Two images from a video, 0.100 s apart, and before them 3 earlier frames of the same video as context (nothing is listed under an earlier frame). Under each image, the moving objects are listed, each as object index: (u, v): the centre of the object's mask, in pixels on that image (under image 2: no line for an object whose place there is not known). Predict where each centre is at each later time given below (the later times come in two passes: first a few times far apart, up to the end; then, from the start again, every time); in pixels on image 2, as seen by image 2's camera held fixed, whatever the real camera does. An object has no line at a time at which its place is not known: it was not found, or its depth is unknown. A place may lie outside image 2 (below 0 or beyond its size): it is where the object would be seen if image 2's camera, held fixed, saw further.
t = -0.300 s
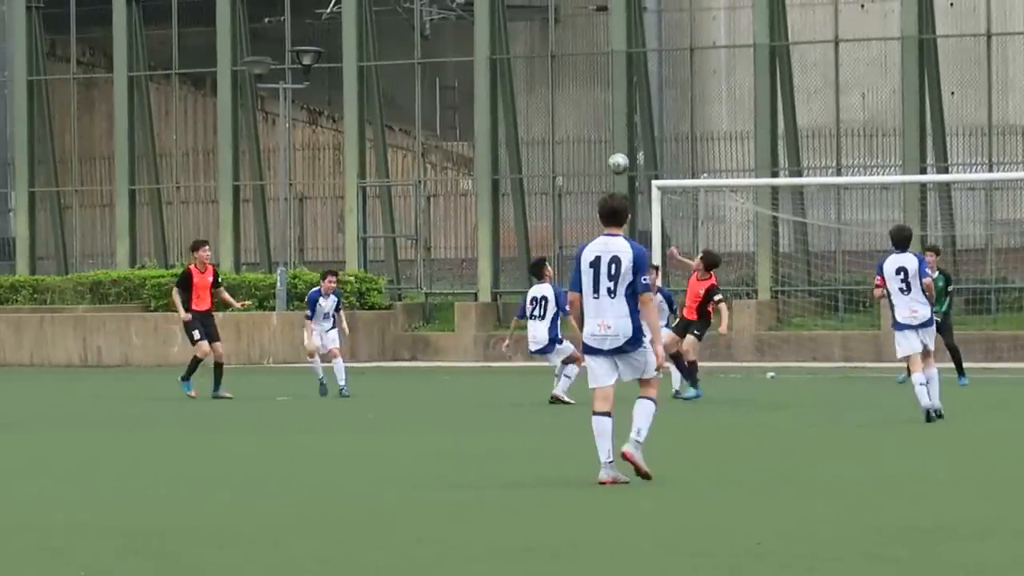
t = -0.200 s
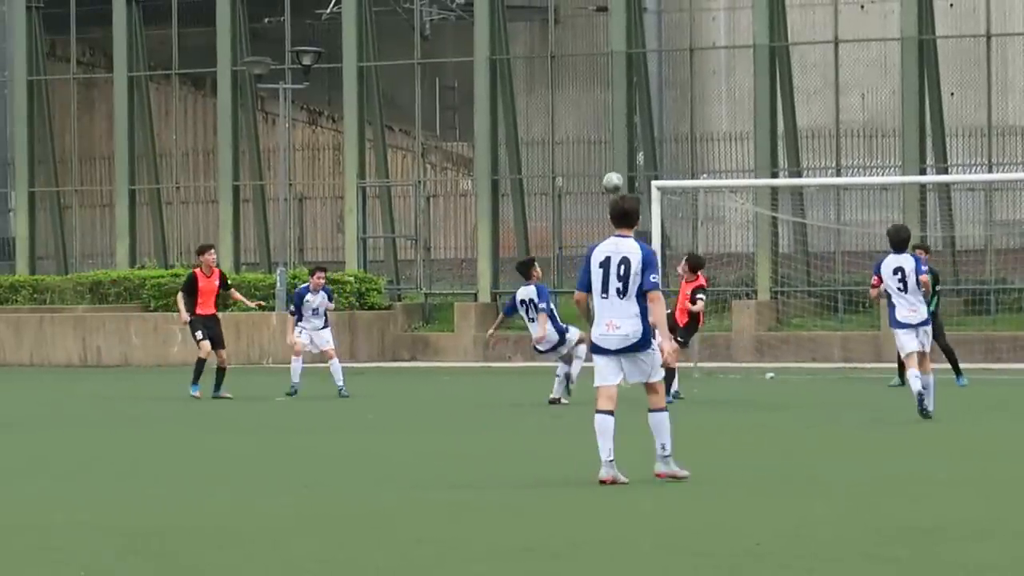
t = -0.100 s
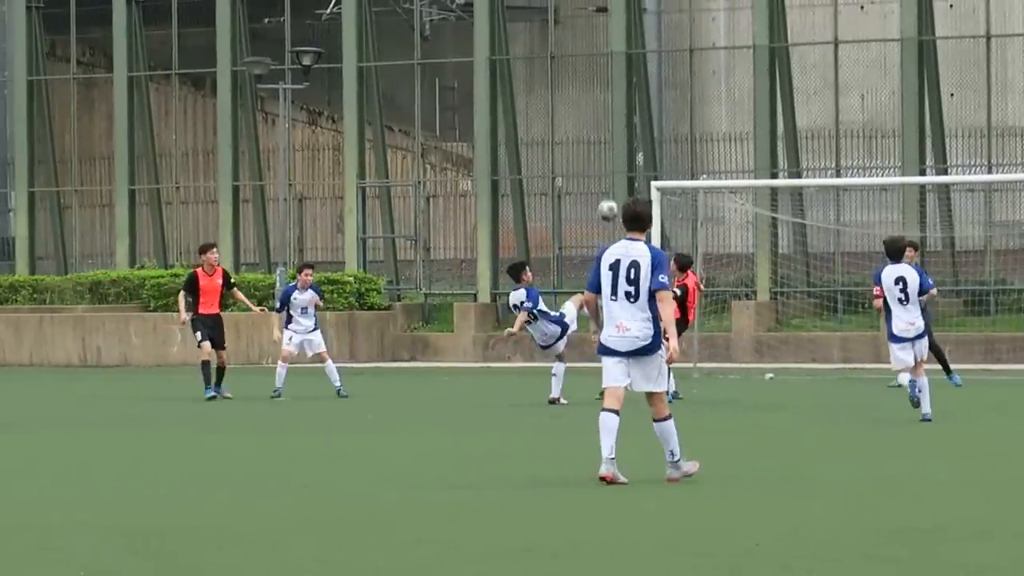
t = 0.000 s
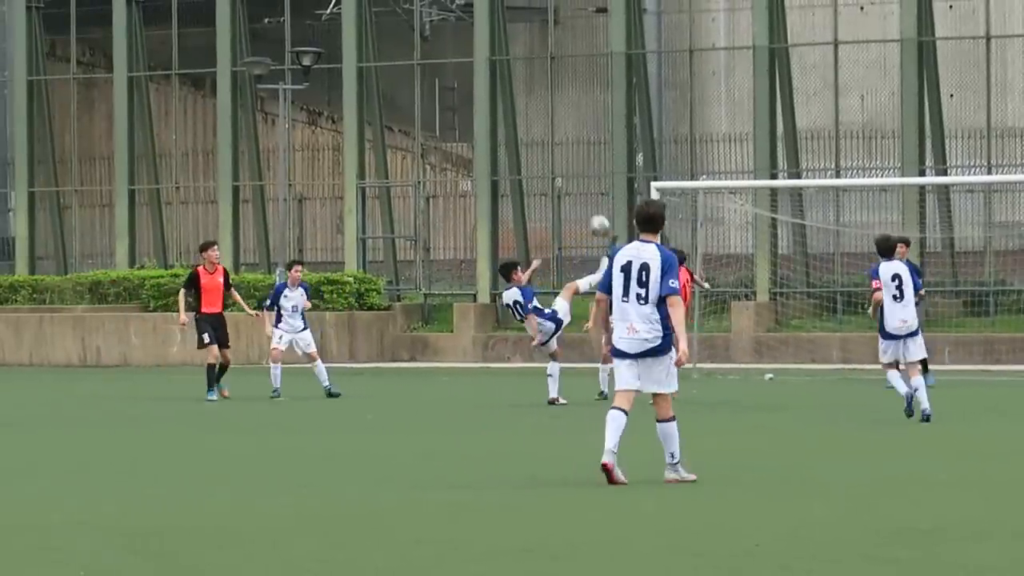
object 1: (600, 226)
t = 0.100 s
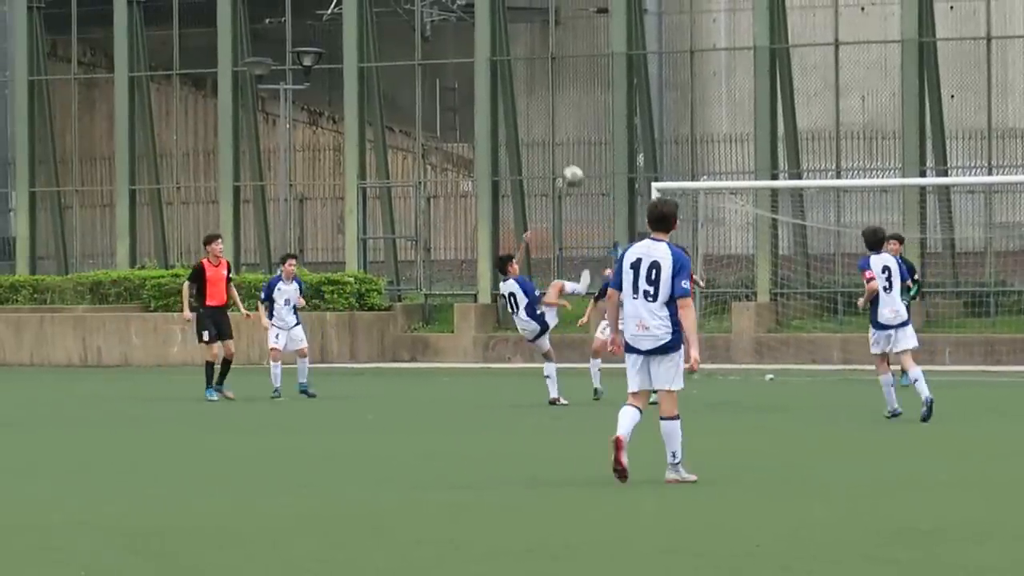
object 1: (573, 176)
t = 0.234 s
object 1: (536, 124)
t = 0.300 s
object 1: (518, 104)
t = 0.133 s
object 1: (564, 162)
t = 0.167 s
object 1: (554, 148)
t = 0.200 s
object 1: (546, 136)
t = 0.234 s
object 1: (536, 124)
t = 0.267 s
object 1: (528, 114)
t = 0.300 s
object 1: (518, 104)
